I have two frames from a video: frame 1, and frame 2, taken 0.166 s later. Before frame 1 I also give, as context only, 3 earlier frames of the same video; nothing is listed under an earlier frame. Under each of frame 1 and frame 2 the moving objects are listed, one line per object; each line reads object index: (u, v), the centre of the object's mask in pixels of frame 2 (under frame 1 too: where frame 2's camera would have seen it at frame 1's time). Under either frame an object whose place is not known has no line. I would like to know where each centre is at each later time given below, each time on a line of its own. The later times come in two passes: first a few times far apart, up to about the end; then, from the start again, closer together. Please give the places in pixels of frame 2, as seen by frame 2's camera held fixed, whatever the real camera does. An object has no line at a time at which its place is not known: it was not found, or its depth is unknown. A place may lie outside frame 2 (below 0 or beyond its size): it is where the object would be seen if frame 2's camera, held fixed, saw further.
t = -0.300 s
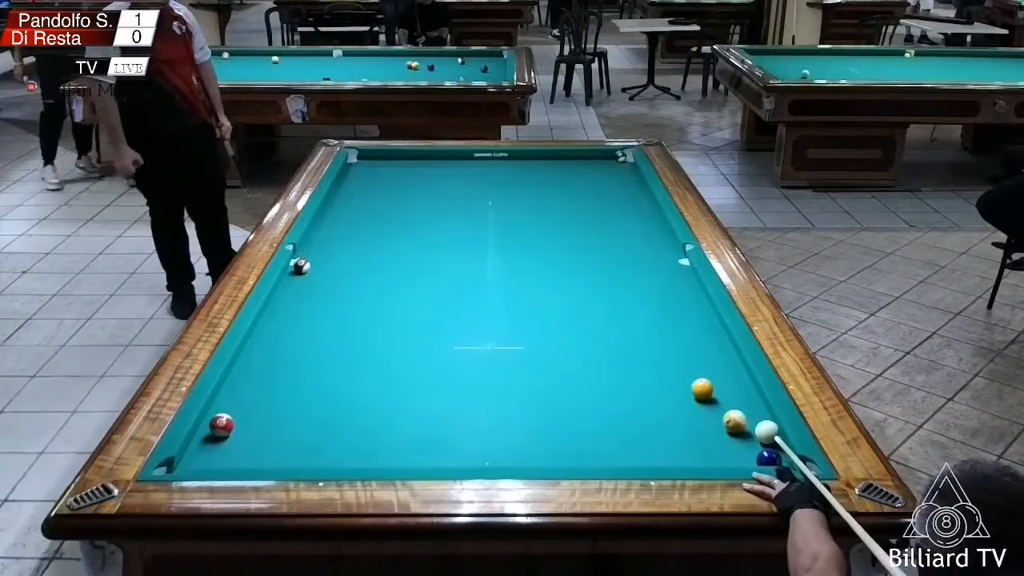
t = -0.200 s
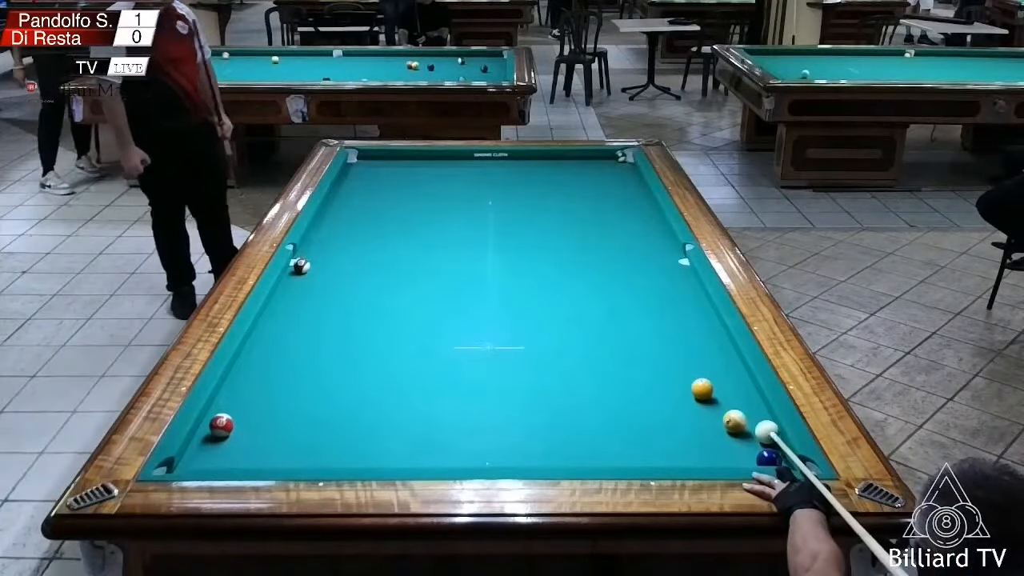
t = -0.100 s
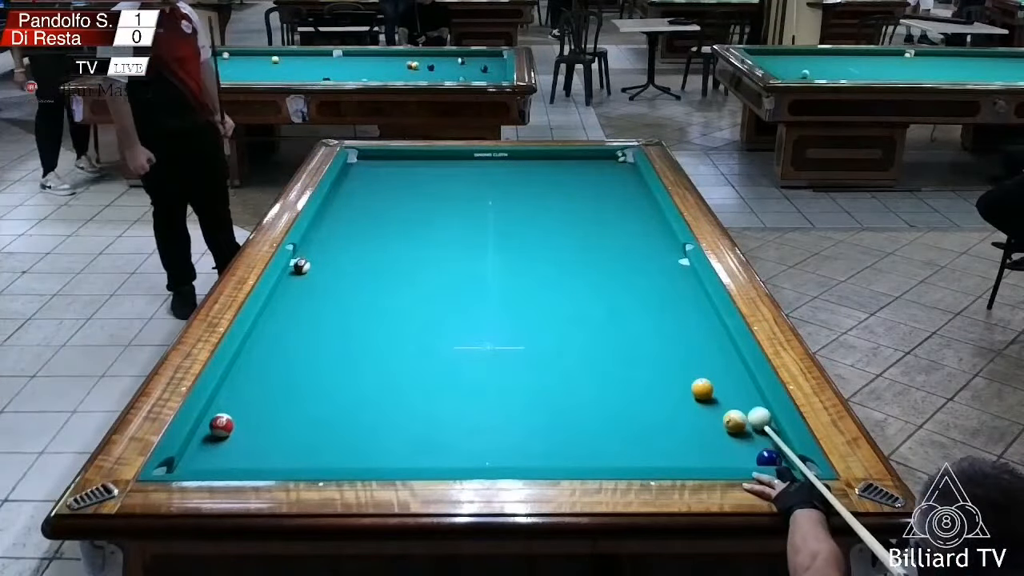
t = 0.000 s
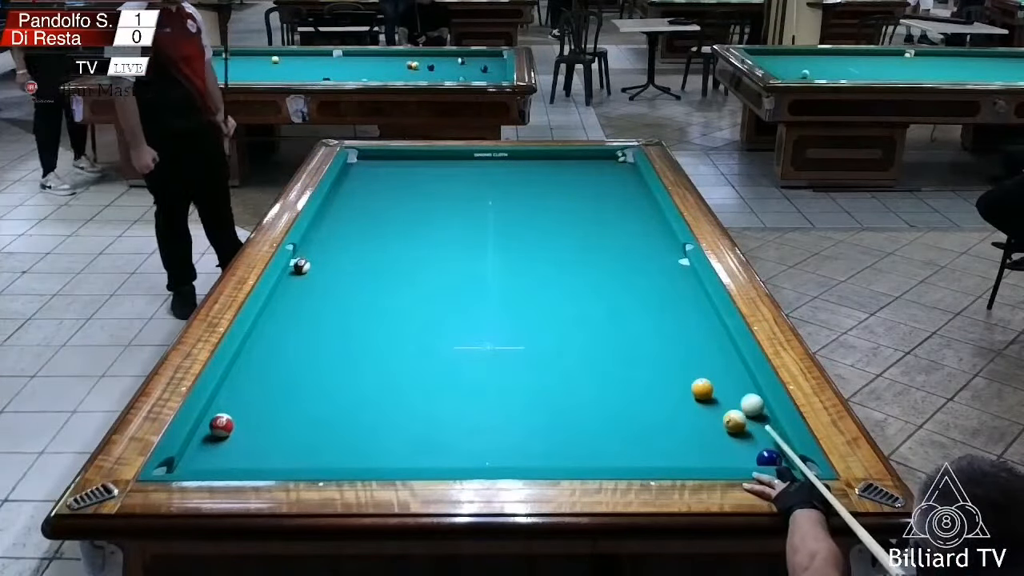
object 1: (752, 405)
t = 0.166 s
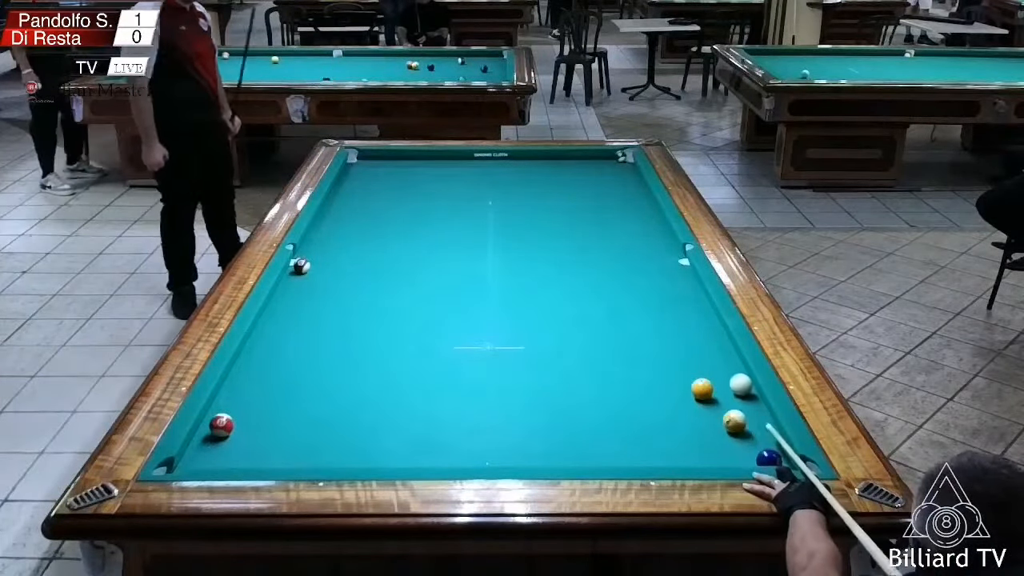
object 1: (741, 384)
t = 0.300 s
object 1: (733, 370)
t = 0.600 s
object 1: (716, 339)
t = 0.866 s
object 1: (704, 317)
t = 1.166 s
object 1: (692, 293)
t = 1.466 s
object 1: (682, 274)
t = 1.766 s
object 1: (673, 257)
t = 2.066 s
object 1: (665, 241)
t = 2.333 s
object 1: (658, 229)
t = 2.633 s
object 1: (651, 216)
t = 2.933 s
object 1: (646, 205)
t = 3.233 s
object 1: (640, 195)
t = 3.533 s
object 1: (635, 185)
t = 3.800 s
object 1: (631, 178)
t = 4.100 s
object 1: (627, 171)
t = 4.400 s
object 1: (623, 163)
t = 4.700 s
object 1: (621, 159)
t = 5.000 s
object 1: (620, 160)
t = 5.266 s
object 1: (620, 160)
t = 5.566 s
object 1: (620, 161)
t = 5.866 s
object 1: (620, 161)
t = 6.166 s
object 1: (620, 161)
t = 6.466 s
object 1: (620, 161)
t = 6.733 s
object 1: (620, 161)
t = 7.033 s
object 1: (620, 161)
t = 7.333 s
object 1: (620, 161)
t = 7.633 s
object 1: (619, 161)
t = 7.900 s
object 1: (620, 161)
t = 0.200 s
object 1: (739, 381)
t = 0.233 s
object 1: (737, 377)
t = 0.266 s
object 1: (734, 373)
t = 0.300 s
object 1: (733, 370)
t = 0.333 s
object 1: (730, 366)
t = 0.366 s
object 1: (728, 362)
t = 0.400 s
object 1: (727, 359)
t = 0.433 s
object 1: (725, 356)
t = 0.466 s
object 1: (723, 353)
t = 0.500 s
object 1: (721, 349)
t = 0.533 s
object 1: (720, 346)
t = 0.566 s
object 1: (718, 342)
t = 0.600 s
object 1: (716, 339)
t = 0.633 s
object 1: (715, 338)
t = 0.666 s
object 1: (714, 335)
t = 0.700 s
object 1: (711, 330)
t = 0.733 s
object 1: (710, 329)
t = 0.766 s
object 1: (709, 325)
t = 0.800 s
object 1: (707, 322)
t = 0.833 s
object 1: (706, 319)
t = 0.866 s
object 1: (704, 317)
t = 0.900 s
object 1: (703, 314)
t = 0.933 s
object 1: (701, 311)
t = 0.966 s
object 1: (700, 308)
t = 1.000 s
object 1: (699, 307)
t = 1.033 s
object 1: (698, 304)
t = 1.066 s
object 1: (697, 302)
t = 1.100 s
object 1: (694, 298)
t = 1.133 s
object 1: (693, 296)
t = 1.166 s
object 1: (692, 293)
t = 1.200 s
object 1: (691, 291)
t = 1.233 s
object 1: (690, 289)
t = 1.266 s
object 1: (688, 286)
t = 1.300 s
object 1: (687, 284)
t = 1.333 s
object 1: (686, 282)
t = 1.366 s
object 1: (686, 281)
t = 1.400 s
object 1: (684, 279)
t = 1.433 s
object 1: (683, 277)
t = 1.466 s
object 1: (682, 274)
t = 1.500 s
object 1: (681, 271)
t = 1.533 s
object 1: (680, 270)
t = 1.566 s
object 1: (679, 268)
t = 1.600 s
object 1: (678, 266)
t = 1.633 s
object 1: (677, 264)
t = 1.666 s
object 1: (676, 262)
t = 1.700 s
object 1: (674, 260)
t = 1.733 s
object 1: (674, 259)
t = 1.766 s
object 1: (673, 257)
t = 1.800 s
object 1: (672, 255)
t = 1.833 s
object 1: (671, 253)
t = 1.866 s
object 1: (671, 252)
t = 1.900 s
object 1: (669, 249)
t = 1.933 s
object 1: (668, 247)
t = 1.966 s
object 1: (667, 245)
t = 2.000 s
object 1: (666, 244)
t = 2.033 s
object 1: (665, 242)
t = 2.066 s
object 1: (665, 241)
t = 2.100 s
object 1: (664, 240)
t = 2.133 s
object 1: (663, 238)
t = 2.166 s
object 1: (662, 237)
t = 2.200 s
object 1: (661, 235)
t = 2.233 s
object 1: (661, 233)
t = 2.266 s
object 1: (660, 232)
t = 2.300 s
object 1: (659, 230)
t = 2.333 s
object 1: (658, 229)
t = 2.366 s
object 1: (657, 227)
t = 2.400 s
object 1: (656, 225)
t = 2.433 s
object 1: (655, 224)
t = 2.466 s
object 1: (655, 223)
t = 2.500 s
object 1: (654, 222)
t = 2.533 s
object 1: (654, 220)
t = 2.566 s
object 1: (653, 219)
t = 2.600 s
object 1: (652, 218)
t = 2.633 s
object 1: (651, 216)
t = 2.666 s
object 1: (651, 214)
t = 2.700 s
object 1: (650, 213)
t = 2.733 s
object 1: (649, 212)
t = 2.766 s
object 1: (648, 211)
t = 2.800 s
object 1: (648, 209)
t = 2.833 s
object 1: (647, 209)
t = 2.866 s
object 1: (647, 207)
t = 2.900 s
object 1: (646, 206)
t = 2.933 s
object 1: (646, 205)
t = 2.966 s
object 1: (645, 204)
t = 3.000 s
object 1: (644, 203)
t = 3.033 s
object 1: (644, 202)
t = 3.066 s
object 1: (643, 201)
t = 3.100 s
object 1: (642, 198)
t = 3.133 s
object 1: (642, 197)
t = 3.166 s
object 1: (641, 196)
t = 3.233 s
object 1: (640, 195)
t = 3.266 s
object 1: (640, 194)
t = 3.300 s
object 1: (639, 192)
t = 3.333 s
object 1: (638, 192)
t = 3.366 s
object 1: (638, 191)
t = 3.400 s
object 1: (637, 189)
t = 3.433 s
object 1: (637, 188)
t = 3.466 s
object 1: (636, 187)
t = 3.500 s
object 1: (636, 186)
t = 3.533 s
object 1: (635, 185)
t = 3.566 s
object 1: (635, 185)
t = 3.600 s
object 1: (634, 184)
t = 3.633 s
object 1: (634, 183)
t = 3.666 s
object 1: (633, 182)
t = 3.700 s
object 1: (633, 181)
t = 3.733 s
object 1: (632, 180)
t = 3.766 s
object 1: (632, 179)
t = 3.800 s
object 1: (631, 178)
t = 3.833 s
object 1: (631, 177)
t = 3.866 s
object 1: (631, 176)
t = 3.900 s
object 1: (630, 175)
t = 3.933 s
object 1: (630, 175)
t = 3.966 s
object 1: (629, 174)
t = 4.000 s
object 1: (628, 173)
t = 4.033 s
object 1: (628, 172)
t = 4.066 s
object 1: (628, 171)
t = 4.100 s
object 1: (627, 171)
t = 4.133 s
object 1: (627, 170)
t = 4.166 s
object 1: (626, 169)
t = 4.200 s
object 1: (626, 168)
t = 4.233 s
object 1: (626, 167)
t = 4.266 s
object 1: (625, 166)
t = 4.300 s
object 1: (625, 166)
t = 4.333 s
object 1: (624, 165)
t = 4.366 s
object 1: (624, 164)
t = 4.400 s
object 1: (623, 163)
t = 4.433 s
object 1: (623, 163)
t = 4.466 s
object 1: (623, 162)
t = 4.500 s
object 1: (622, 161)
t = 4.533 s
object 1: (622, 160)
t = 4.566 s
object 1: (622, 160)
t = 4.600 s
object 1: (621, 159)
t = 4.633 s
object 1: (621, 159)
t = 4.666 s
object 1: (621, 159)
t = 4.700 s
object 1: (621, 159)
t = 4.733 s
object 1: (621, 159)
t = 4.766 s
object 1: (621, 159)
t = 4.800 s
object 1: (621, 159)
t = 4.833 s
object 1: (621, 159)
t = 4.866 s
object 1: (621, 159)
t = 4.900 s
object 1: (620, 159)
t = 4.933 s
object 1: (620, 159)
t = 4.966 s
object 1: (620, 159)
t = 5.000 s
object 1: (620, 160)
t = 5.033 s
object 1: (620, 160)
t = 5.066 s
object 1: (620, 160)
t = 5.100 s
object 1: (620, 160)
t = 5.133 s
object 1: (620, 160)
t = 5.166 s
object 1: (620, 160)
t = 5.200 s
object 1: (620, 160)
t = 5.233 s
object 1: (620, 160)
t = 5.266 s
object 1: (620, 160)
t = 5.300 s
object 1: (620, 160)
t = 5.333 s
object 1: (620, 160)
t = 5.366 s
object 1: (620, 160)
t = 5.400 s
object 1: (620, 160)
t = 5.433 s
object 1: (620, 160)
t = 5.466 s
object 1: (620, 160)
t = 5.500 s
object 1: (620, 160)
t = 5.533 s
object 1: (620, 161)
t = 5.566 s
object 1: (620, 161)
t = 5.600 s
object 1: (620, 161)
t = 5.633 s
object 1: (620, 161)
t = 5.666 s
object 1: (620, 161)
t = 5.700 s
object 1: (620, 161)
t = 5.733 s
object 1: (620, 161)
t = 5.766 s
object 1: (620, 161)
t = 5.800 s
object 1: (620, 161)
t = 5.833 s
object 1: (620, 161)
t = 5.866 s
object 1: (620, 161)
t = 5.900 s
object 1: (620, 161)
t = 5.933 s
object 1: (620, 161)
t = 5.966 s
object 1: (620, 161)
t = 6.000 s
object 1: (620, 161)
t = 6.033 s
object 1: (619, 161)
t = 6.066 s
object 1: (619, 161)
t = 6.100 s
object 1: (620, 161)
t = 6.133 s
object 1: (620, 161)
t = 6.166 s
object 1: (620, 161)
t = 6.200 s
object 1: (620, 161)
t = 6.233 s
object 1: (620, 161)
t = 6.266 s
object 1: (620, 161)
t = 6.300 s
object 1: (620, 161)
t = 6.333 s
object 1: (620, 161)
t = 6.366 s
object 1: (620, 161)
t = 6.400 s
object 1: (620, 161)
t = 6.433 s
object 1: (620, 161)
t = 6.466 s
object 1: (620, 161)
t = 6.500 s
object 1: (620, 161)
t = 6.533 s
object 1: (620, 161)
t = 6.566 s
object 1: (620, 161)
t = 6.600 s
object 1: (620, 161)
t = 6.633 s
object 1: (620, 161)
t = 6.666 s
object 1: (620, 161)
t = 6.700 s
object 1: (620, 161)
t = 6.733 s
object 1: (620, 161)
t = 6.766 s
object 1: (620, 161)
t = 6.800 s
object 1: (620, 161)
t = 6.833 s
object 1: (620, 161)
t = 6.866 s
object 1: (620, 161)
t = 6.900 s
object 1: (620, 161)
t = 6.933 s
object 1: (620, 161)
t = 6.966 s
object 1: (620, 161)
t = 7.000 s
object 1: (620, 161)
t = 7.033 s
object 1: (620, 161)
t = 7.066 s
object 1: (620, 161)
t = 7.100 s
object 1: (620, 161)
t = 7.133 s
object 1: (620, 161)
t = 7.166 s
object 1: (620, 161)
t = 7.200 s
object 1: (620, 161)
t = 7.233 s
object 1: (620, 161)
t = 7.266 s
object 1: (620, 161)
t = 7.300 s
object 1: (620, 161)
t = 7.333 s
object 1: (620, 161)
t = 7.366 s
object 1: (620, 161)
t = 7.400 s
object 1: (620, 161)
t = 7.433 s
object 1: (620, 161)
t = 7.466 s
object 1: (620, 161)
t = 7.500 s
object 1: (619, 161)
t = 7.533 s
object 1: (619, 161)
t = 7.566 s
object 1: (619, 161)
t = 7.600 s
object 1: (619, 161)
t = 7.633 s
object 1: (619, 161)
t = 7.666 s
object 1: (619, 161)
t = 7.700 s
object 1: (619, 161)
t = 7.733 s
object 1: (619, 161)
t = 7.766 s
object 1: (619, 161)
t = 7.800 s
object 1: (619, 161)
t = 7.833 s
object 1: (619, 161)
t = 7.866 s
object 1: (619, 161)
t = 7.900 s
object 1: (620, 161)
